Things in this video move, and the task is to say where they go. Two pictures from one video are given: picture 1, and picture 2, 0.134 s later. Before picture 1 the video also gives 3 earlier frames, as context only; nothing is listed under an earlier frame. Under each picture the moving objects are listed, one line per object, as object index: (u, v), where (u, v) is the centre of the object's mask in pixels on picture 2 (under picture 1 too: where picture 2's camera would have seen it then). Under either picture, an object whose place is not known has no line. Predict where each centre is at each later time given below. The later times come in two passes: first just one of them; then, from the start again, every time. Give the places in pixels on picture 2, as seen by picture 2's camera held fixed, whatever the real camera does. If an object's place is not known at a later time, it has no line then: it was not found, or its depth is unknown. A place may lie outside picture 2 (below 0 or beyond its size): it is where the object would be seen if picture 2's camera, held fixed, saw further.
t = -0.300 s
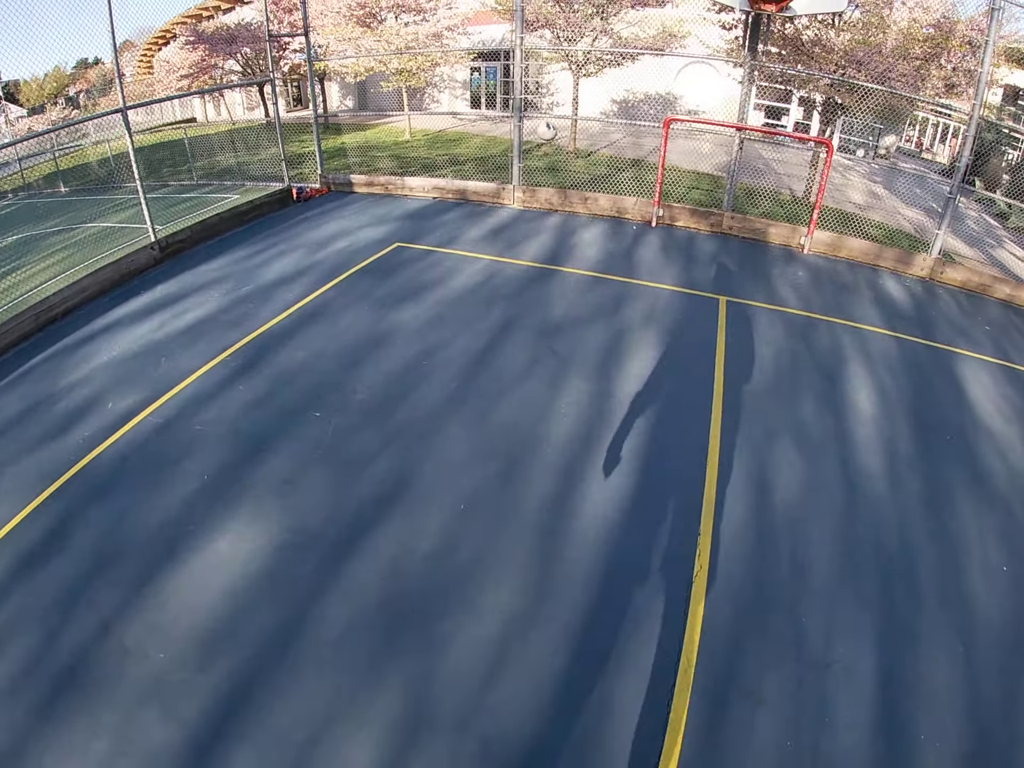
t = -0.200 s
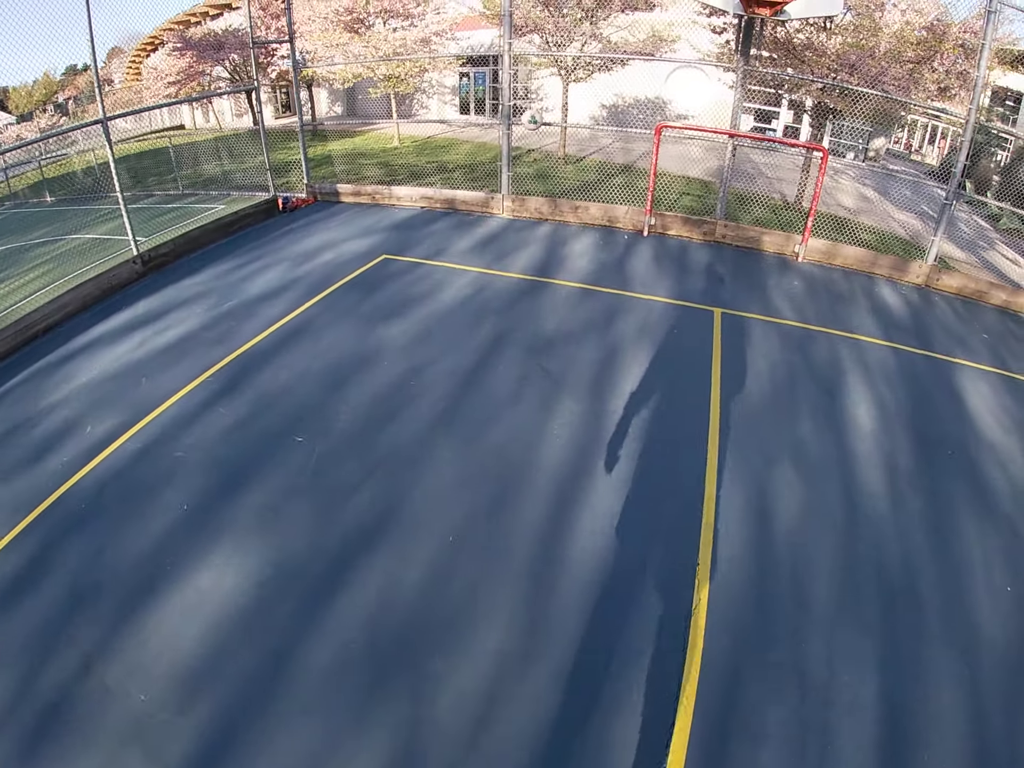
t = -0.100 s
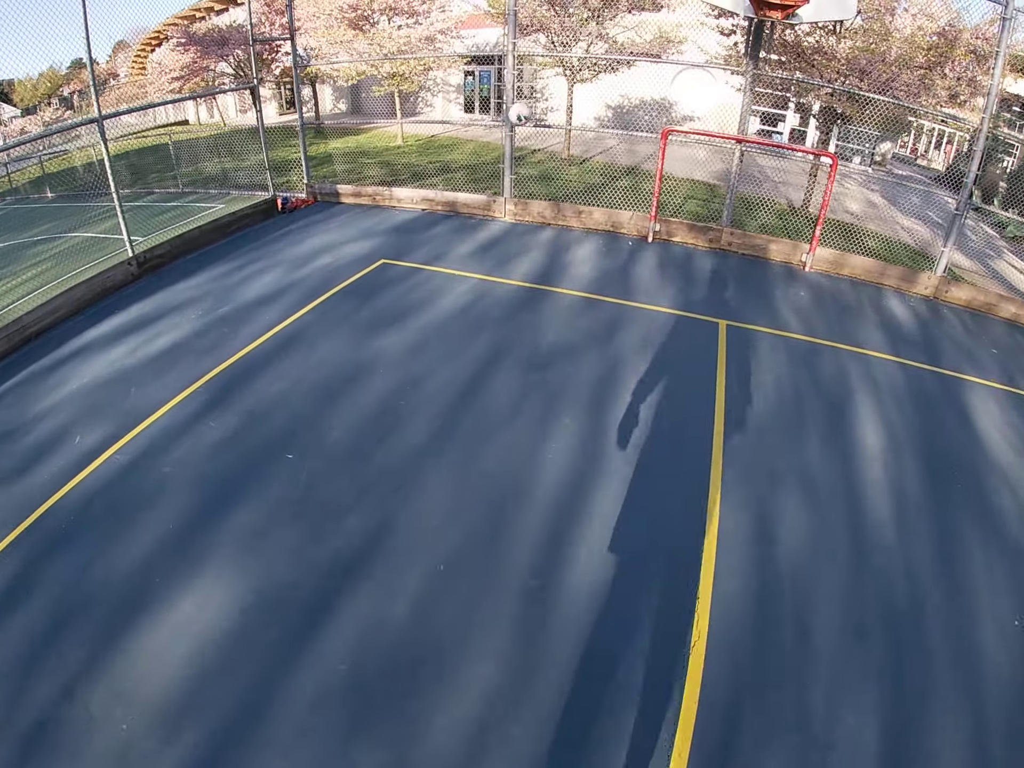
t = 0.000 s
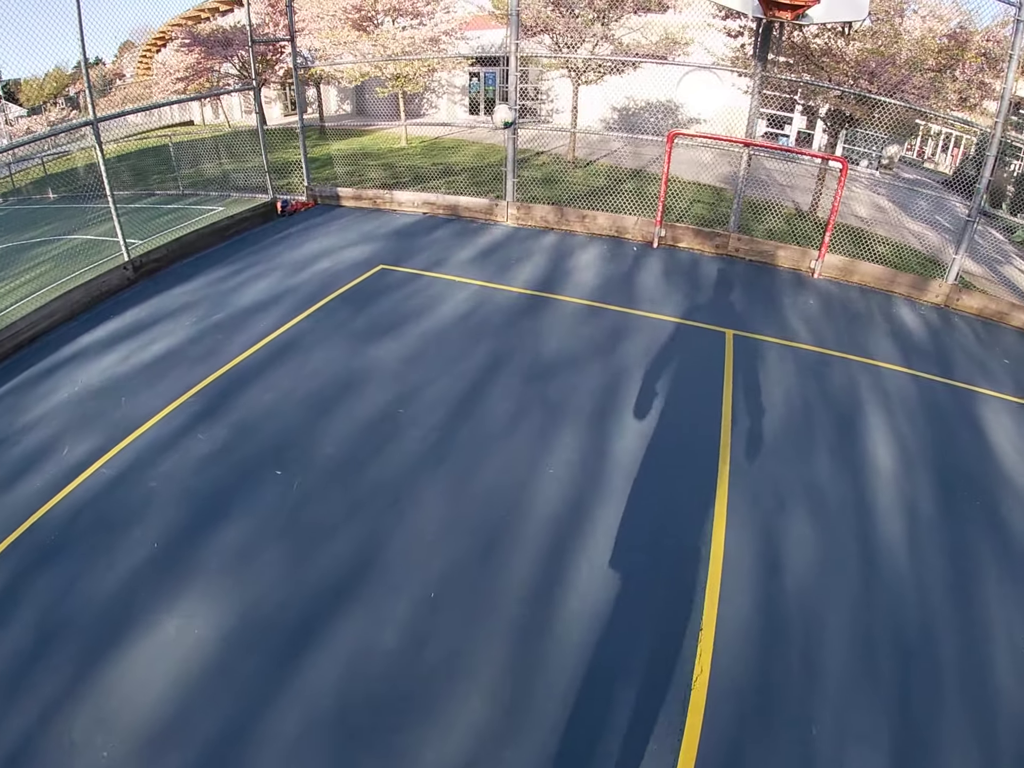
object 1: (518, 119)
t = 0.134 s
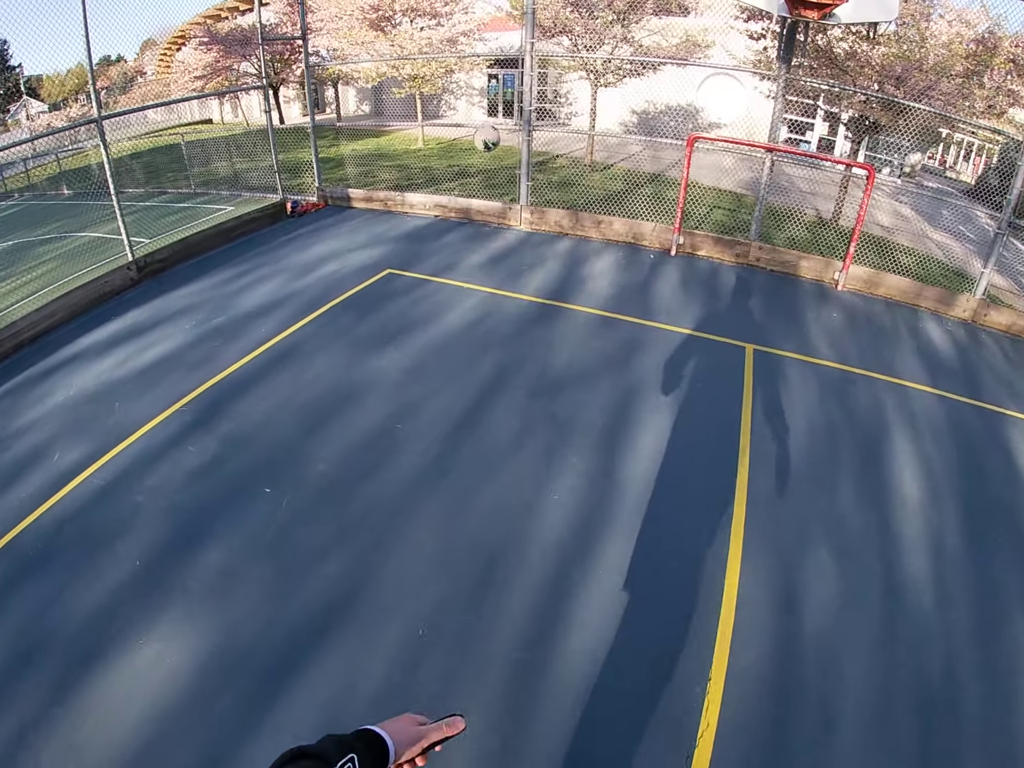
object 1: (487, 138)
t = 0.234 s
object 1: (458, 170)
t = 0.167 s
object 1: (477, 148)
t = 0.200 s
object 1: (468, 158)
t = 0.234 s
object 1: (458, 170)
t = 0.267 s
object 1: (448, 185)
